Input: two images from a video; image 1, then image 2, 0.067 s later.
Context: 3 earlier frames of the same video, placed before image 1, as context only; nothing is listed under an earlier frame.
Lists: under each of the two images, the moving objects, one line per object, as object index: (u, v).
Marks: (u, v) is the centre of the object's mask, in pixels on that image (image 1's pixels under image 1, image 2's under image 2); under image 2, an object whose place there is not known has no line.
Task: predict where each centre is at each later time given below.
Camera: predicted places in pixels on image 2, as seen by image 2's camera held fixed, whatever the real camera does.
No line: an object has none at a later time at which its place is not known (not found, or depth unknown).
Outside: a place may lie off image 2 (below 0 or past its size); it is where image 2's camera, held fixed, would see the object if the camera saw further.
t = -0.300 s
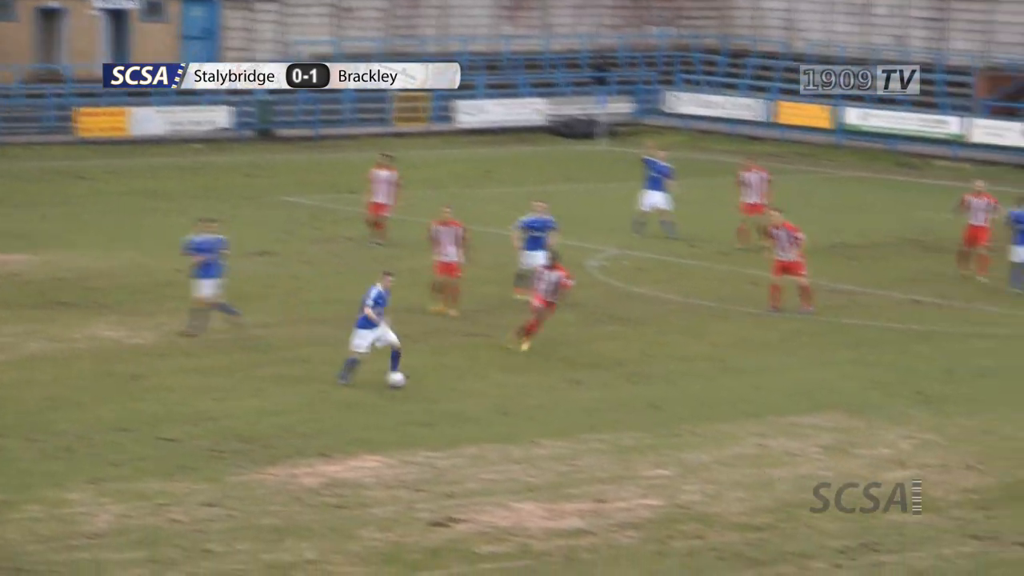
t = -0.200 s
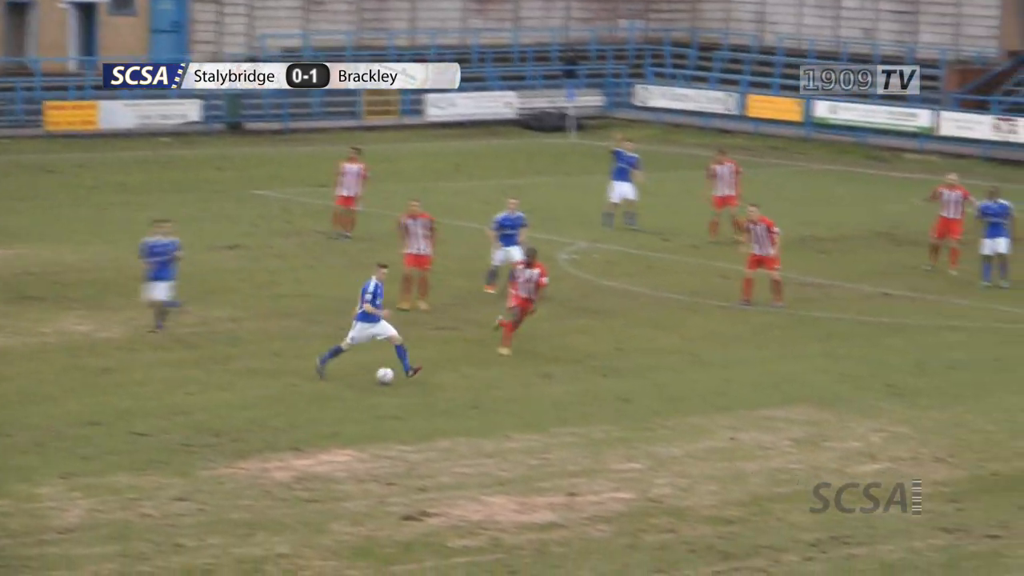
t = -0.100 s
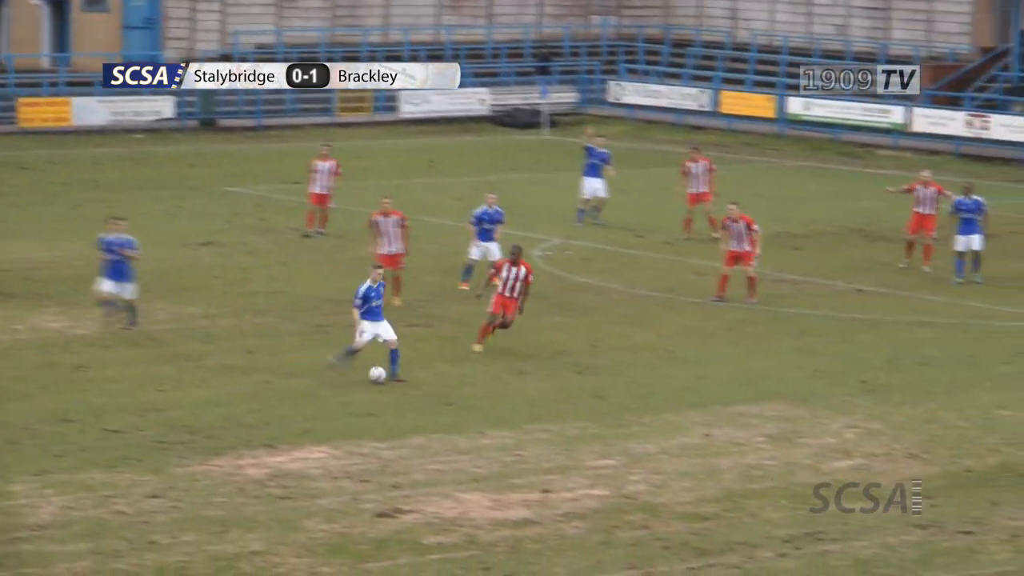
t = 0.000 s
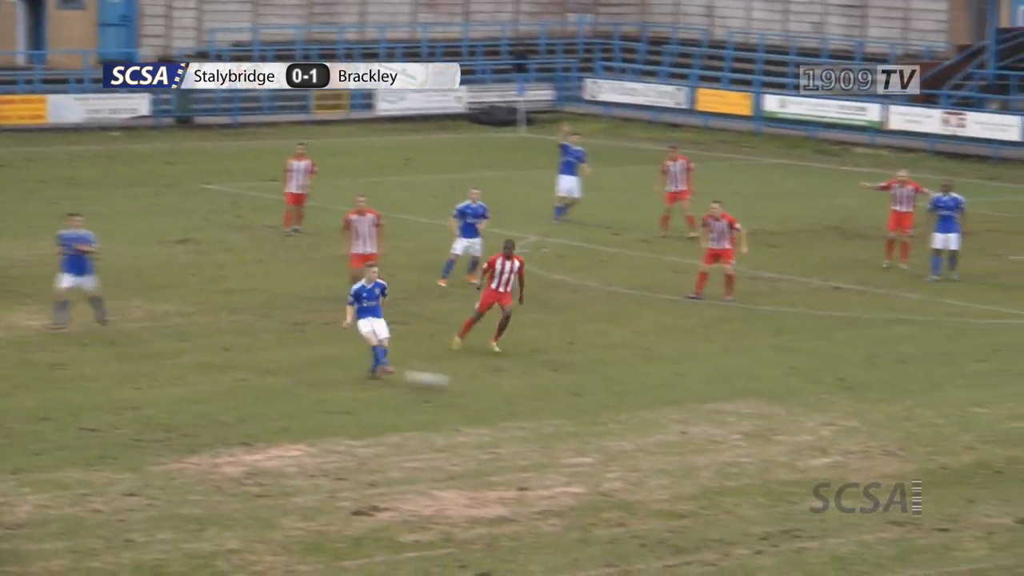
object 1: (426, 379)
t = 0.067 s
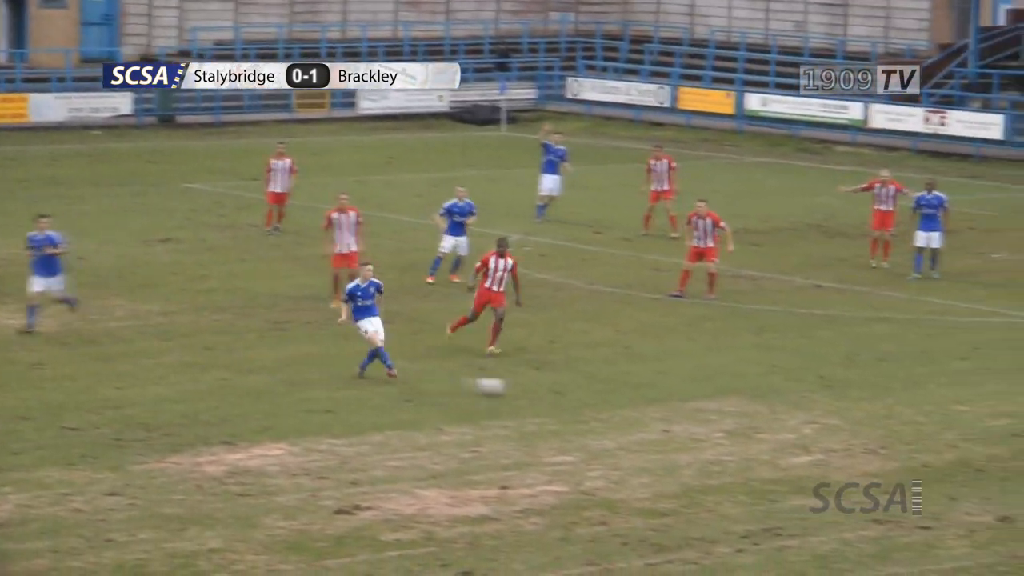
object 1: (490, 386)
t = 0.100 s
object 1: (526, 389)
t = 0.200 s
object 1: (649, 403)
